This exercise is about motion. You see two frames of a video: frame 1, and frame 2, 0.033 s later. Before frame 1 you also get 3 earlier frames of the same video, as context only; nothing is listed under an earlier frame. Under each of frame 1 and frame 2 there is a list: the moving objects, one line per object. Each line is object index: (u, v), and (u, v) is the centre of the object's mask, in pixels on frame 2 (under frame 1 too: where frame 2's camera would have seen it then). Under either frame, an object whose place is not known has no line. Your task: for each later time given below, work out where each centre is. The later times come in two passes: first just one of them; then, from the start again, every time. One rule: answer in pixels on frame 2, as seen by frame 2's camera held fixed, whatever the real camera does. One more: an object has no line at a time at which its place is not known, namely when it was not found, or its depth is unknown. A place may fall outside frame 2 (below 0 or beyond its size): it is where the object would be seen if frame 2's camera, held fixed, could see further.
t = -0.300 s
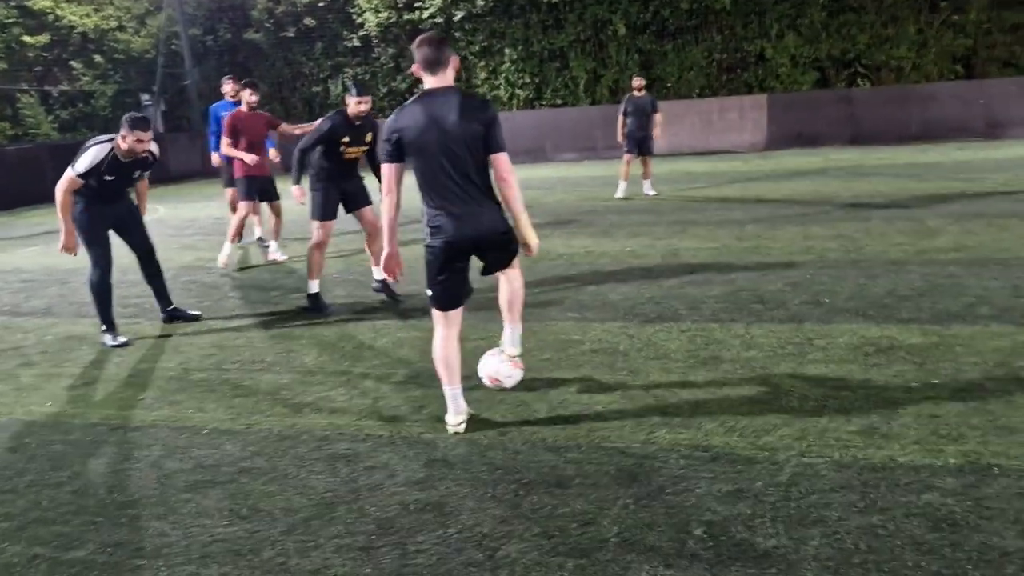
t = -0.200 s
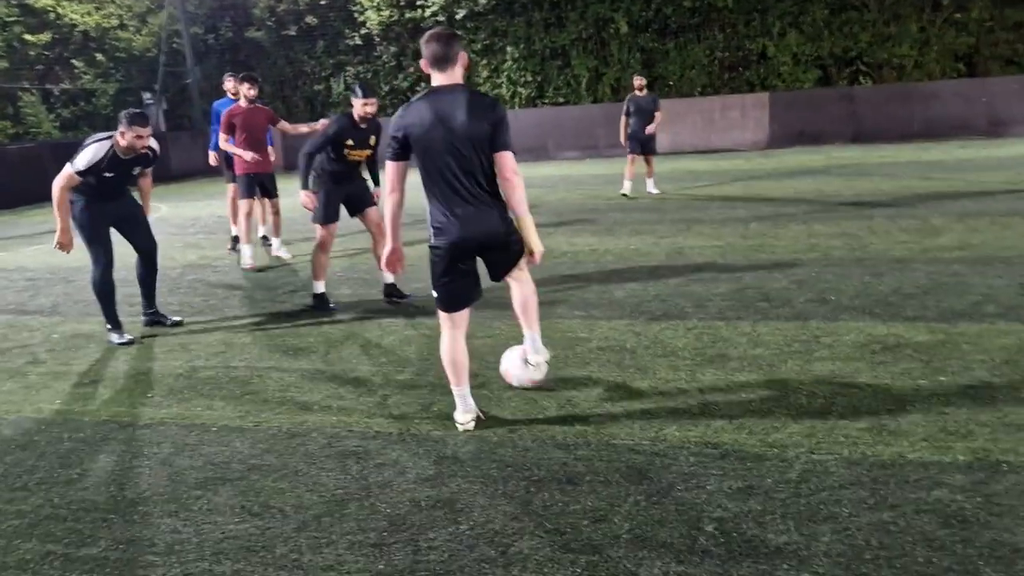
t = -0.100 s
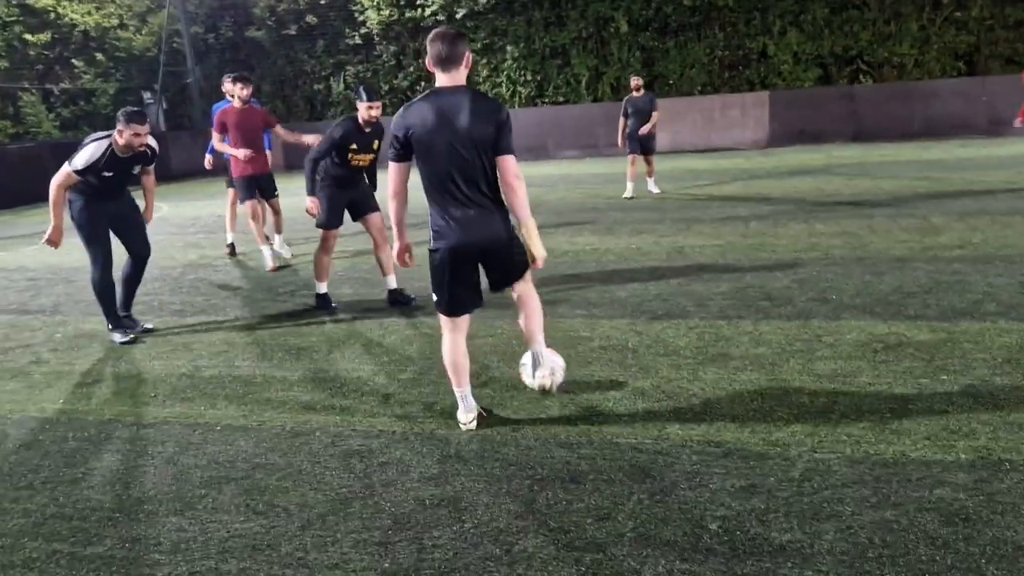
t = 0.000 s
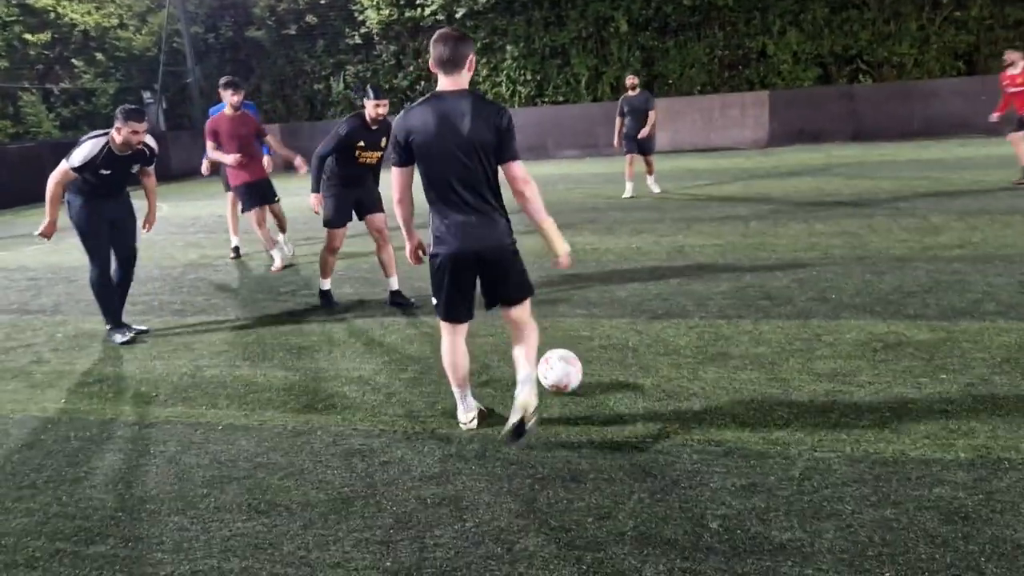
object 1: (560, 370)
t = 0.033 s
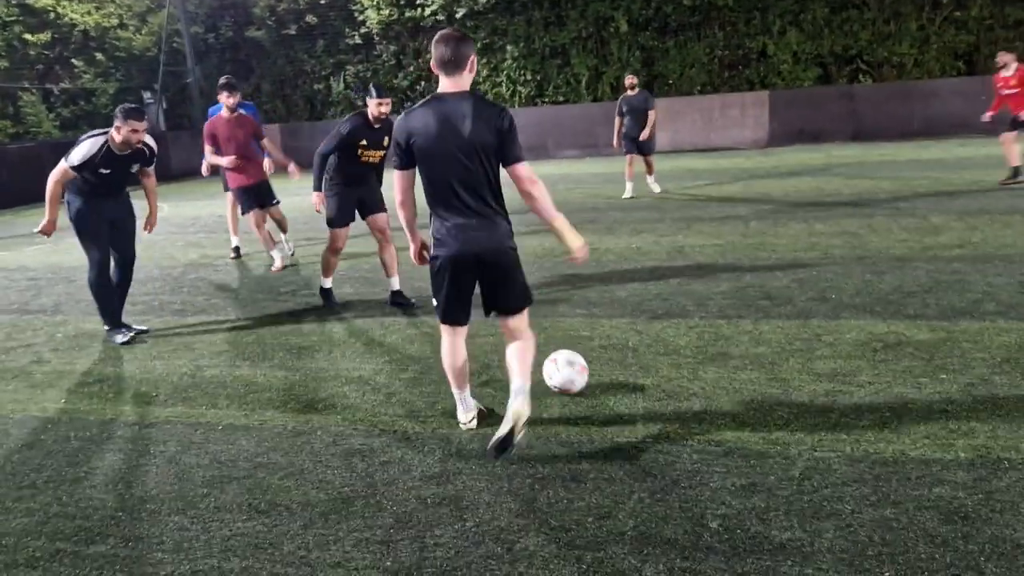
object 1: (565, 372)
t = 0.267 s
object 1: (605, 378)
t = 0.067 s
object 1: (571, 372)
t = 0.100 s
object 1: (576, 373)
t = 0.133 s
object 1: (582, 374)
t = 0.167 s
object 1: (588, 375)
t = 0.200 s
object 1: (594, 376)
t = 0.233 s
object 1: (599, 377)
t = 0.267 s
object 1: (605, 378)
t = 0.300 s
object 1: (610, 380)
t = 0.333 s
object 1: (616, 381)
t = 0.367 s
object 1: (621, 382)
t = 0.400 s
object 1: (626, 383)
